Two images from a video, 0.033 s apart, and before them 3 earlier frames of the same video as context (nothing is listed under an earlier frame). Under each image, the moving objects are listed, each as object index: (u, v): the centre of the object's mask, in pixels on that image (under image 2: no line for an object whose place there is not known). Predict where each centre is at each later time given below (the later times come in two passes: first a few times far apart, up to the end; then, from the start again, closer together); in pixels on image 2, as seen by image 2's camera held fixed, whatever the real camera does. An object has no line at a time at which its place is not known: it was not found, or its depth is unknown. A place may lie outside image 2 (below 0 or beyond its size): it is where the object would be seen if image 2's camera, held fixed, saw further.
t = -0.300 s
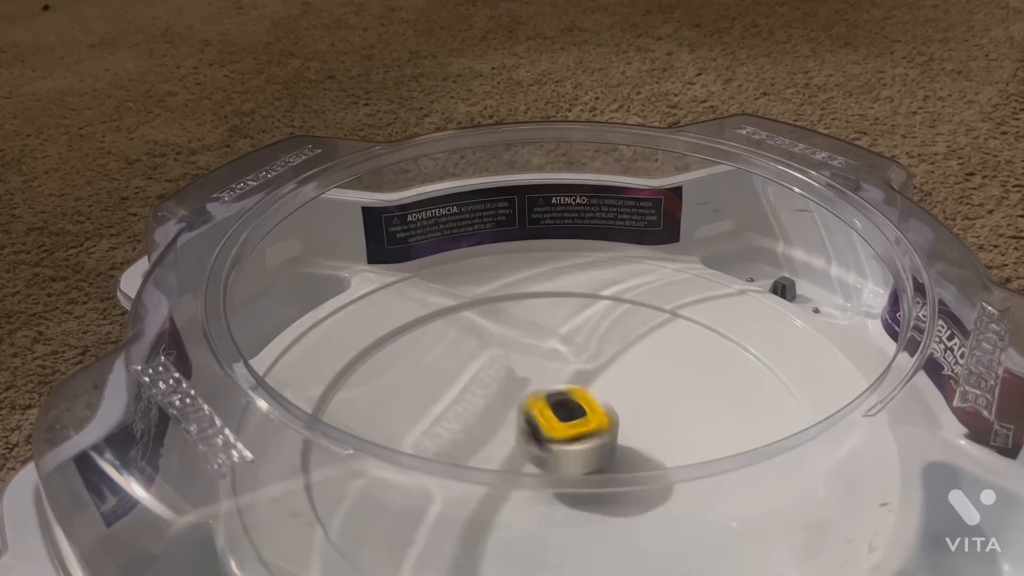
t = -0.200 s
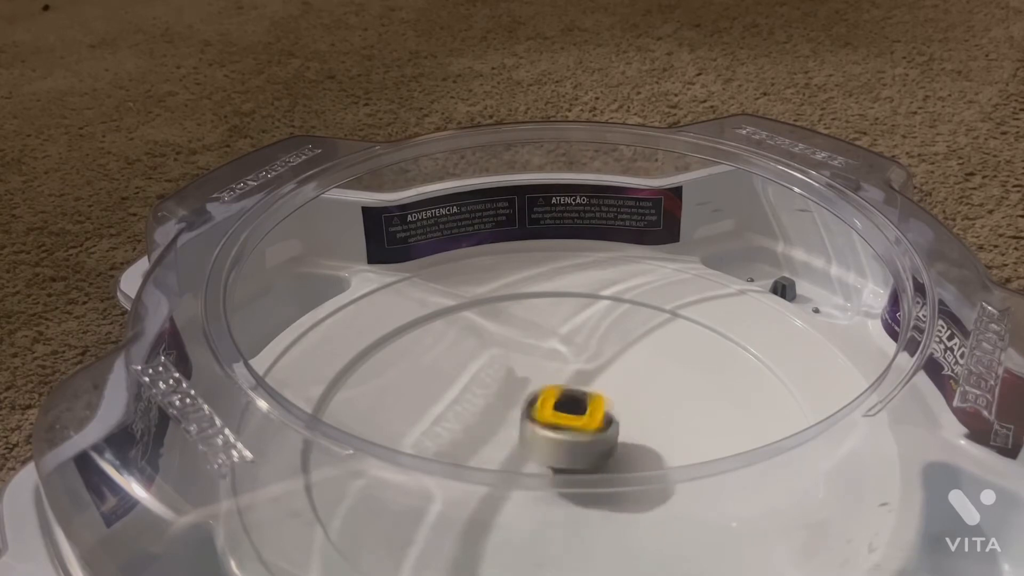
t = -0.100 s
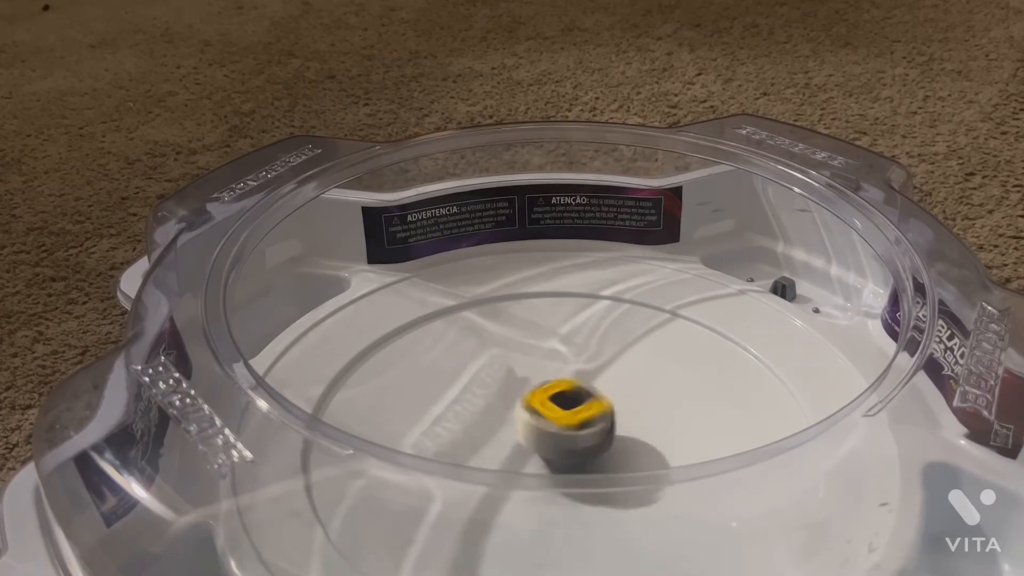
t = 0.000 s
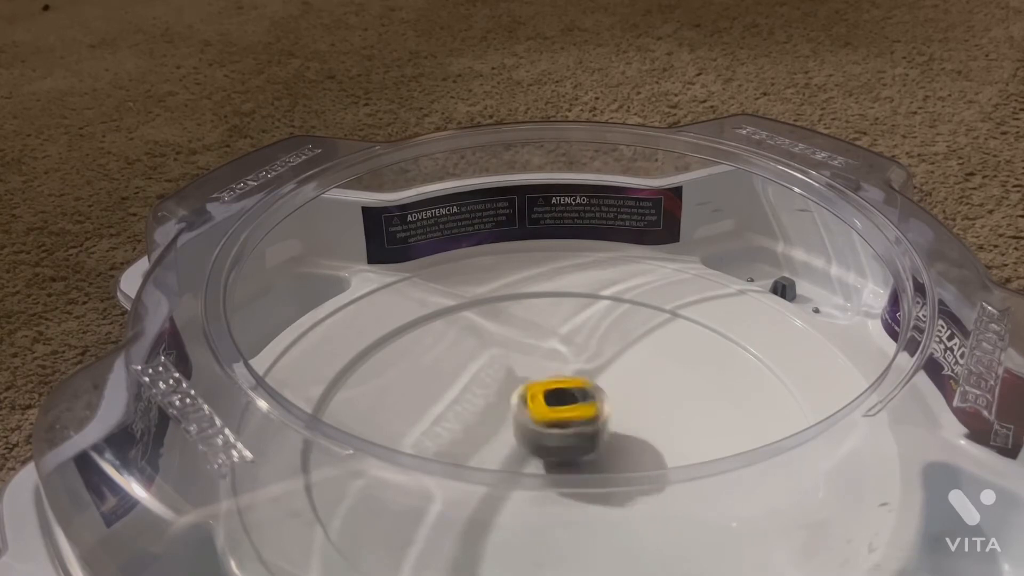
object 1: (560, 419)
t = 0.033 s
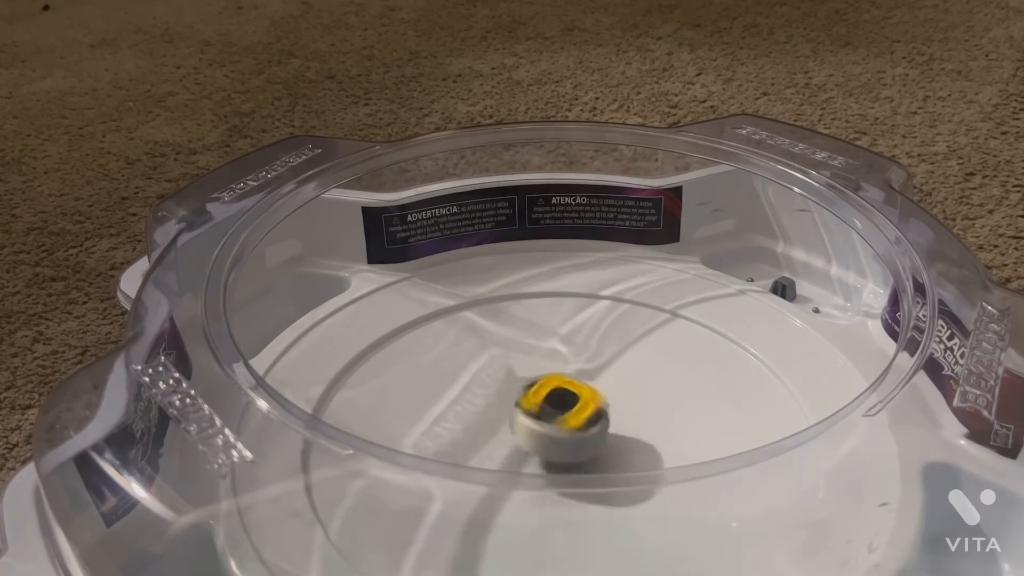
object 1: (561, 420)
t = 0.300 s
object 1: (557, 432)
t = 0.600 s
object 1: (568, 427)
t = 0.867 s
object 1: (560, 424)
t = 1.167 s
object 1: (563, 427)
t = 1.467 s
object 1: (561, 424)
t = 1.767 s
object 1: (558, 428)
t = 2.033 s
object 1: (564, 428)
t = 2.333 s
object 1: (564, 426)
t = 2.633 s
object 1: (557, 425)
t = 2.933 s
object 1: (560, 428)
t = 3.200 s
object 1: (561, 429)
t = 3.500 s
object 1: (564, 428)
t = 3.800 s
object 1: (563, 427)
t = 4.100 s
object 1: (558, 424)
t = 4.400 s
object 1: (560, 427)
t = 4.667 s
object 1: (561, 432)
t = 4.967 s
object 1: (565, 428)
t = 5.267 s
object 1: (565, 424)
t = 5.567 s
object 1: (558, 427)
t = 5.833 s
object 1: (562, 432)
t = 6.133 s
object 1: (562, 429)
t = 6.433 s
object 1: (561, 432)
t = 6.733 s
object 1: (566, 425)
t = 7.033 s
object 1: (564, 430)
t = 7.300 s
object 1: (561, 427)
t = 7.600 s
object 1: (561, 426)
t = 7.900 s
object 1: (561, 426)
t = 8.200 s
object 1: (561, 426)
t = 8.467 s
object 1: (561, 426)
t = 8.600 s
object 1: (561, 426)
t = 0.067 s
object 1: (561, 422)
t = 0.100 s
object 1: (559, 422)
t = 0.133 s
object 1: (560, 423)
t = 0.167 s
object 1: (560, 425)
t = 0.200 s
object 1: (558, 427)
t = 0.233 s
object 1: (557, 428)
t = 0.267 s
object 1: (558, 429)
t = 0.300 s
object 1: (557, 432)
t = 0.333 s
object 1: (554, 430)
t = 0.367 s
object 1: (557, 430)
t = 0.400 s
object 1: (559, 430)
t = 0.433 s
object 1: (560, 429)
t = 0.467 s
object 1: (564, 428)
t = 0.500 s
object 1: (566, 429)
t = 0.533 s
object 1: (568, 428)
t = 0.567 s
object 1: (569, 427)
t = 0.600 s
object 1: (568, 427)
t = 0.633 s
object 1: (567, 425)
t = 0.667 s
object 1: (565, 425)
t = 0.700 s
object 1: (563, 425)
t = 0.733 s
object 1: (562, 422)
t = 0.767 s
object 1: (561, 423)
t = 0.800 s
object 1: (559, 424)
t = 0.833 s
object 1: (558, 422)
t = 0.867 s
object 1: (560, 424)
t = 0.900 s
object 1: (559, 426)
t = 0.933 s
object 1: (558, 427)
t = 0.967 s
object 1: (559, 428)
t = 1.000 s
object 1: (559, 429)
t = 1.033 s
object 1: (558, 429)
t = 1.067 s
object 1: (559, 429)
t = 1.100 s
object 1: (559, 431)
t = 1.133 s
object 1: (561, 429)
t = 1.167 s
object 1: (563, 427)
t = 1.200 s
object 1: (563, 428)
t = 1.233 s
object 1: (565, 426)
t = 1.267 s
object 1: (567, 426)
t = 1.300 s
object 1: (565, 427)
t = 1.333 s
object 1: (563, 426)
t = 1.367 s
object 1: (564, 425)
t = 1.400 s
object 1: (563, 425)
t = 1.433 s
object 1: (561, 424)
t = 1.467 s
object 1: (561, 424)
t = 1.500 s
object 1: (562, 425)
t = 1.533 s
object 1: (561, 424)
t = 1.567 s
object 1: (561, 424)
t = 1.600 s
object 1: (561, 426)
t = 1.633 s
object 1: (560, 425)
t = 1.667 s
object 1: (558, 426)
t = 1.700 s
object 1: (558, 427)
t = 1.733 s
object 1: (557, 428)
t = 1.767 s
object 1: (558, 428)
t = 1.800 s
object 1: (560, 428)
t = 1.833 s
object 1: (560, 429)
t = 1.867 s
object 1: (561, 430)
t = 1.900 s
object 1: (562, 429)
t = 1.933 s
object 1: (562, 430)
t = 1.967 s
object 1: (563, 429)
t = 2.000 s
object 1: (564, 428)
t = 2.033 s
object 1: (564, 428)
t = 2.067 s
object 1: (565, 427)
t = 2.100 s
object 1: (565, 426)
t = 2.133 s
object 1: (566, 426)
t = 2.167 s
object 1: (566, 424)
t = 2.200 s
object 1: (565, 424)
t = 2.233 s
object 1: (565, 424)
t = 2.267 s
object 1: (566, 424)
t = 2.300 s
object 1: (565, 425)
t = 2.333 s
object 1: (564, 426)
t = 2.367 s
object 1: (562, 426)
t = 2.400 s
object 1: (560, 426)
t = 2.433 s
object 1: (560, 425)
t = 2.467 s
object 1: (559, 424)
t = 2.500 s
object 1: (559, 425)
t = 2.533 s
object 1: (559, 425)
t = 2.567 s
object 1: (558, 426)
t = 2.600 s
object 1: (558, 425)
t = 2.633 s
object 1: (557, 425)
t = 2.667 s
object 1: (557, 426)
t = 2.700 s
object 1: (558, 425)
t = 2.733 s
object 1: (557, 426)
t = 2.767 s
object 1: (557, 428)
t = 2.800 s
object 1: (557, 427)
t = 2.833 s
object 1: (558, 428)
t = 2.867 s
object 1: (558, 428)
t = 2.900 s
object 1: (559, 428)
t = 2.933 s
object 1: (560, 428)
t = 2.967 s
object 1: (559, 429)
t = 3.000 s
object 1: (560, 431)
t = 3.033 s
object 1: (560, 430)
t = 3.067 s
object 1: (558, 429)
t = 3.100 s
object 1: (559, 430)
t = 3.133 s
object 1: (559, 430)
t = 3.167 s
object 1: (561, 429)
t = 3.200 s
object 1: (561, 429)
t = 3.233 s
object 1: (561, 430)
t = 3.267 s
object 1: (562, 428)
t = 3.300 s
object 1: (562, 428)
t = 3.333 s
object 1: (563, 429)
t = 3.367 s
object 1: (563, 428)
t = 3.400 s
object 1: (563, 428)
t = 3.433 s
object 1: (563, 428)
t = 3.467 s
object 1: (563, 429)
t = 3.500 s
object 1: (564, 428)
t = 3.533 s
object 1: (565, 428)
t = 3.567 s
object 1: (566, 427)
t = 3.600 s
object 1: (564, 426)
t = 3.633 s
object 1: (566, 425)
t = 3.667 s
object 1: (566, 426)
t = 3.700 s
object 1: (565, 426)
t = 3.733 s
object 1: (566, 427)
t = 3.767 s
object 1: (563, 426)
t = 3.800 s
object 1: (563, 427)
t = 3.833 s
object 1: (562, 425)
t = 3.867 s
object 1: (563, 426)
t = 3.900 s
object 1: (561, 426)
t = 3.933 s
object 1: (560, 425)
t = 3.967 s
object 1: (559, 425)
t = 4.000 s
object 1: (559, 425)
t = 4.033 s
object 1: (558, 424)
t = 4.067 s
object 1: (558, 424)
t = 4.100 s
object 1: (558, 424)
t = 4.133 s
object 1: (558, 426)
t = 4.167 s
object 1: (558, 427)
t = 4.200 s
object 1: (558, 426)
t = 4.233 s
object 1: (558, 427)
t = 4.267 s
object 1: (558, 427)
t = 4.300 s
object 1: (558, 428)
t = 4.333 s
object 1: (558, 427)
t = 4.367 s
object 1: (560, 427)
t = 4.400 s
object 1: (560, 427)
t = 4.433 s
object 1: (559, 427)
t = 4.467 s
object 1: (560, 426)
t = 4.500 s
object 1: (561, 428)
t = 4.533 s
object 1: (563, 428)
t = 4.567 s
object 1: (563, 428)
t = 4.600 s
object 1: (562, 431)
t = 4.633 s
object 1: (562, 431)
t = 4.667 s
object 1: (561, 432)
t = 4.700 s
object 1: (561, 432)
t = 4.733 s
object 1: (560, 431)
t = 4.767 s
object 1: (561, 429)
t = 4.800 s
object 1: (561, 427)
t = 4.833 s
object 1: (563, 427)
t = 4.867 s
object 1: (563, 428)
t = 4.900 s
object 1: (563, 426)
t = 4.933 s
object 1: (564, 428)
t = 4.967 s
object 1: (565, 428)
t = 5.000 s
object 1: (566, 429)
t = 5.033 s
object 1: (566, 429)
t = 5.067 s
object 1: (567, 429)
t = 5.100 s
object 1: (566, 429)
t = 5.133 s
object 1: (566, 428)
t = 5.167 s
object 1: (566, 427)
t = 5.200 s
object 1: (567, 427)
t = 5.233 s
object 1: (565, 425)
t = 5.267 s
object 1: (565, 424)
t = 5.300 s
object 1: (566, 424)
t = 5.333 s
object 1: (564, 425)
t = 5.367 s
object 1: (565, 427)
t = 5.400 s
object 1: (564, 426)
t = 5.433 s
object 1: (562, 426)
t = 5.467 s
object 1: (560, 426)
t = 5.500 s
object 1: (560, 427)
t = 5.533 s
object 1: (559, 428)
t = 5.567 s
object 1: (558, 427)
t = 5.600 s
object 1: (560, 427)
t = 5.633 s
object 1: (559, 426)
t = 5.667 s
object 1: (559, 426)
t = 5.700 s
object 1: (559, 426)
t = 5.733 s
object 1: (562, 427)
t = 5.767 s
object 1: (562, 428)
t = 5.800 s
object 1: (563, 429)
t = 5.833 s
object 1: (562, 432)
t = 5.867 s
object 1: (562, 433)
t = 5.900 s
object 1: (560, 434)
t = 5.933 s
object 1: (560, 434)
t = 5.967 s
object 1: (560, 434)
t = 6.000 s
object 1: (559, 432)
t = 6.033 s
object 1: (560, 430)
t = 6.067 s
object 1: (561, 428)
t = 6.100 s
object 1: (562, 429)
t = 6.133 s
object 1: (562, 429)
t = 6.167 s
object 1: (563, 428)
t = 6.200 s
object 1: (565, 428)
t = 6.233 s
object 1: (564, 430)
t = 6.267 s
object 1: (563, 431)
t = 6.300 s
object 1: (564, 432)
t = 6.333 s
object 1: (563, 432)
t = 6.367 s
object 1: (563, 432)
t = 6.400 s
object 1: (563, 433)
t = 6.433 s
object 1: (561, 432)
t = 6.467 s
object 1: (562, 431)
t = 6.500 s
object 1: (559, 428)
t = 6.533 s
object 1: (561, 427)
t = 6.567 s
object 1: (562, 425)
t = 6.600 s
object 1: (563, 426)
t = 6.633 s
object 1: (563, 425)
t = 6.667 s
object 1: (564, 423)
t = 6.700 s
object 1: (565, 426)
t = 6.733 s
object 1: (566, 425)
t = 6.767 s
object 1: (566, 426)
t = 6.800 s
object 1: (566, 427)
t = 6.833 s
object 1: (566, 428)
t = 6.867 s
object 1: (565, 428)
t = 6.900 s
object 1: (566, 428)
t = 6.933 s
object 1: (566, 428)
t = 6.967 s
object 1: (566, 428)
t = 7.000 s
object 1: (564, 429)
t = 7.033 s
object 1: (564, 430)
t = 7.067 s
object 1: (563, 429)
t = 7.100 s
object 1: (562, 428)
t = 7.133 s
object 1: (562, 428)
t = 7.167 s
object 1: (562, 428)
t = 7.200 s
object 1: (562, 427)
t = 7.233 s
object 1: (562, 427)
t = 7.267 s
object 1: (562, 427)
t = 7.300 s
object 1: (561, 427)
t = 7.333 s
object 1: (561, 426)
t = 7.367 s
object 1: (561, 426)
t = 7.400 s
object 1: (561, 426)
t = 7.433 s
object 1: (561, 426)
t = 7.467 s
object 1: (561, 426)
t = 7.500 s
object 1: (561, 426)
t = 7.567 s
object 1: (561, 426)
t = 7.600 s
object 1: (561, 426)
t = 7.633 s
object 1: (561, 426)
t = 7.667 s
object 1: (561, 426)
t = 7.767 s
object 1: (561, 426)
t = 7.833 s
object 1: (561, 426)
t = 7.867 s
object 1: (561, 426)
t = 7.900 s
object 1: (561, 426)
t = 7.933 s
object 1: (561, 426)
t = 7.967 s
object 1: (561, 426)
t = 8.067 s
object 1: (561, 426)
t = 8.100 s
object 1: (561, 426)
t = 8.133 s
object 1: (561, 426)
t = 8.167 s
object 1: (561, 426)
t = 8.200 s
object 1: (561, 426)
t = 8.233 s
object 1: (561, 426)
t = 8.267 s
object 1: (561, 426)
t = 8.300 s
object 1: (561, 426)
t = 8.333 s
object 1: (561, 426)
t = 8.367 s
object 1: (561, 426)
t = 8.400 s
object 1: (561, 426)
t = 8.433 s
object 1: (561, 426)
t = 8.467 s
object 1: (561, 426)
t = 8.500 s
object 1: (561, 426)
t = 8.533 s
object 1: (561, 426)
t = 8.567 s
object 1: (561, 426)
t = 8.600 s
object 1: (561, 426)
